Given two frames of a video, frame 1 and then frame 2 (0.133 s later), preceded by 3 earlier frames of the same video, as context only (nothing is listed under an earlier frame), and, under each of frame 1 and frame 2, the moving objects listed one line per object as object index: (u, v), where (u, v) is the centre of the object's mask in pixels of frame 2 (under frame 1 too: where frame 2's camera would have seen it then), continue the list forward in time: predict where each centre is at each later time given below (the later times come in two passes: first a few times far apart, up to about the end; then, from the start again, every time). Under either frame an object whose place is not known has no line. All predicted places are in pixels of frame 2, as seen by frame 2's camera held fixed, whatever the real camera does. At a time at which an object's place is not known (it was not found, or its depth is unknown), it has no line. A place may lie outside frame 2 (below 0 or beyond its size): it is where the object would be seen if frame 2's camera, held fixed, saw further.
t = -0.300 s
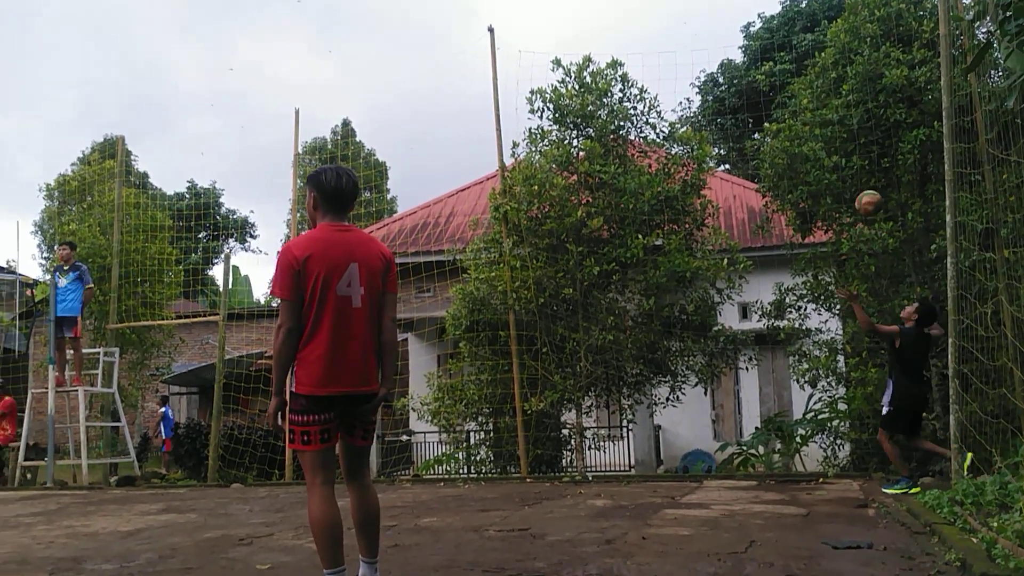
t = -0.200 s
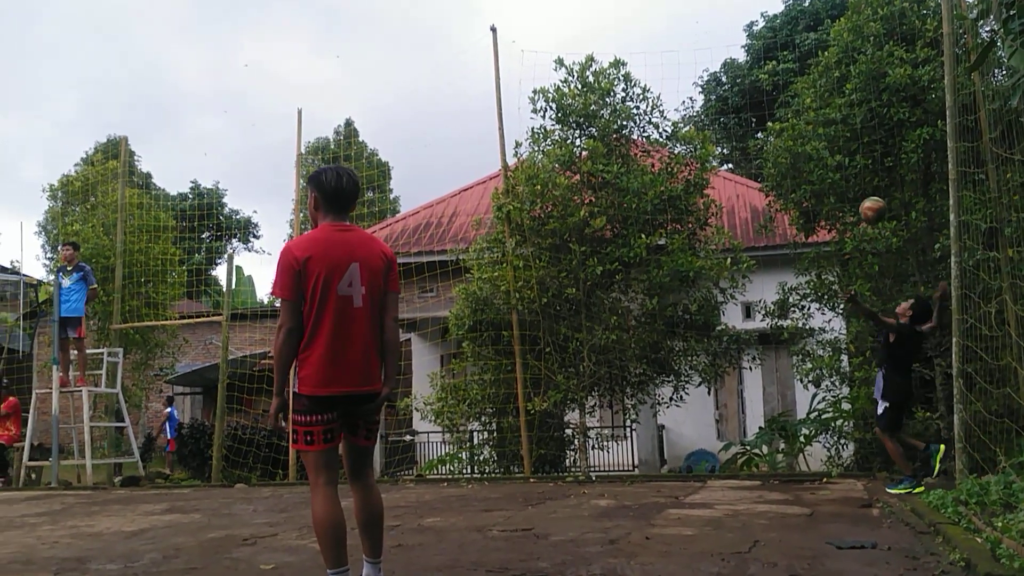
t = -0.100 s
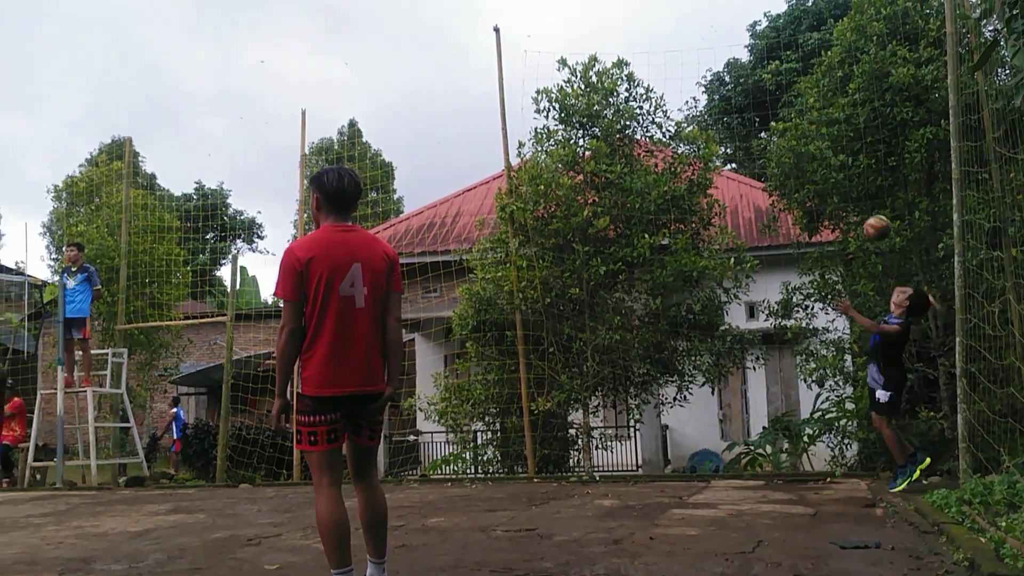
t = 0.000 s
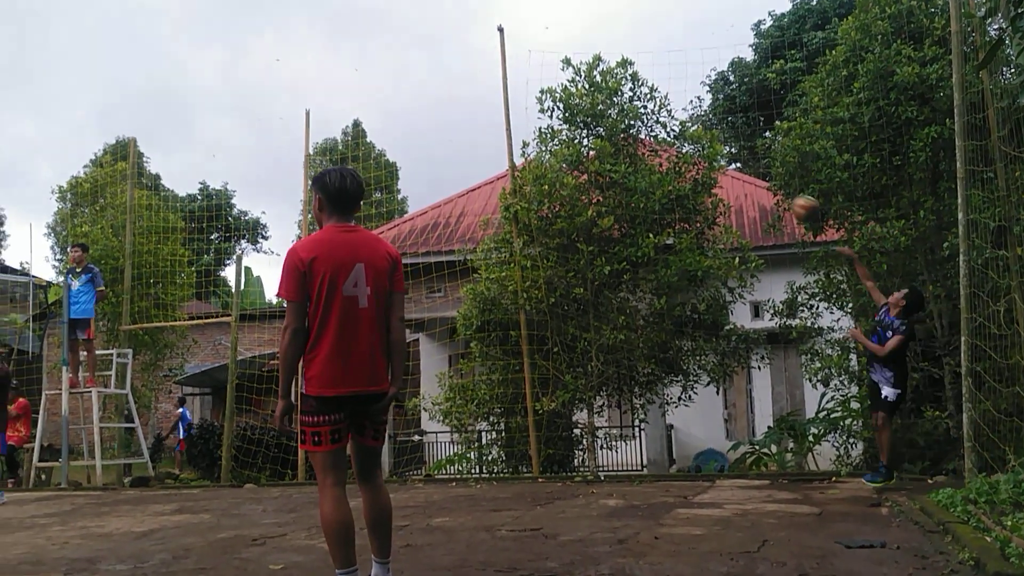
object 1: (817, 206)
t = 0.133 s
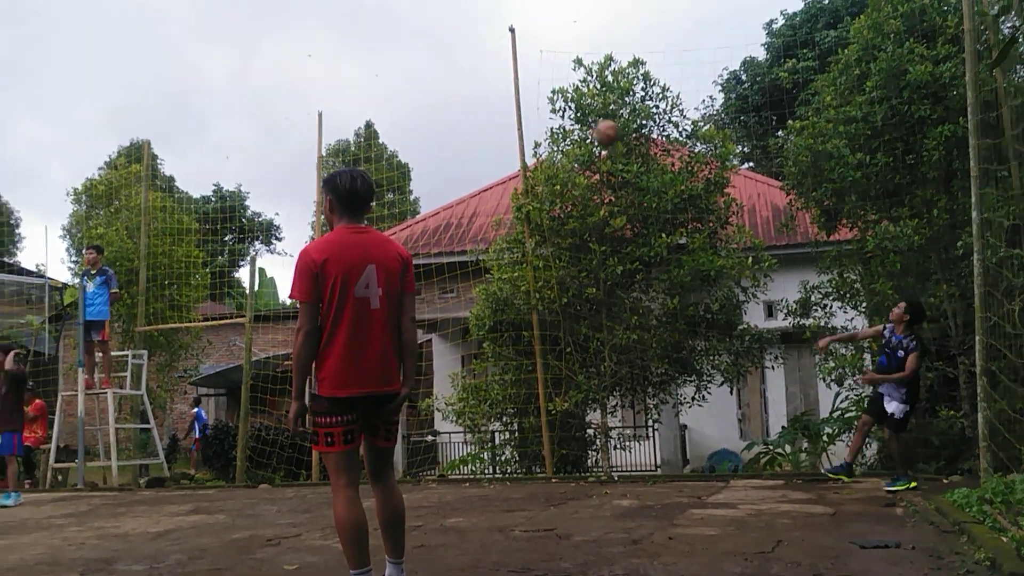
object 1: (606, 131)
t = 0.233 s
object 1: (454, 92)
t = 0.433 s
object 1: (157, 46)
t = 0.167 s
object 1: (554, 118)
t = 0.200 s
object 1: (503, 105)
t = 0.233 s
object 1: (454, 92)
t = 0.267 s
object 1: (403, 82)
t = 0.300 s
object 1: (354, 73)
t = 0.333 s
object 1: (304, 64)
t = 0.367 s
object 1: (255, 57)
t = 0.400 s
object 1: (207, 52)
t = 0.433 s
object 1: (157, 46)
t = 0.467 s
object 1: (107, 43)
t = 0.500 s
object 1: (56, 41)
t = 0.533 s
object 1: (6, 40)
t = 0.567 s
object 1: (-45, 40)
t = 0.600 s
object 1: (-96, 42)
